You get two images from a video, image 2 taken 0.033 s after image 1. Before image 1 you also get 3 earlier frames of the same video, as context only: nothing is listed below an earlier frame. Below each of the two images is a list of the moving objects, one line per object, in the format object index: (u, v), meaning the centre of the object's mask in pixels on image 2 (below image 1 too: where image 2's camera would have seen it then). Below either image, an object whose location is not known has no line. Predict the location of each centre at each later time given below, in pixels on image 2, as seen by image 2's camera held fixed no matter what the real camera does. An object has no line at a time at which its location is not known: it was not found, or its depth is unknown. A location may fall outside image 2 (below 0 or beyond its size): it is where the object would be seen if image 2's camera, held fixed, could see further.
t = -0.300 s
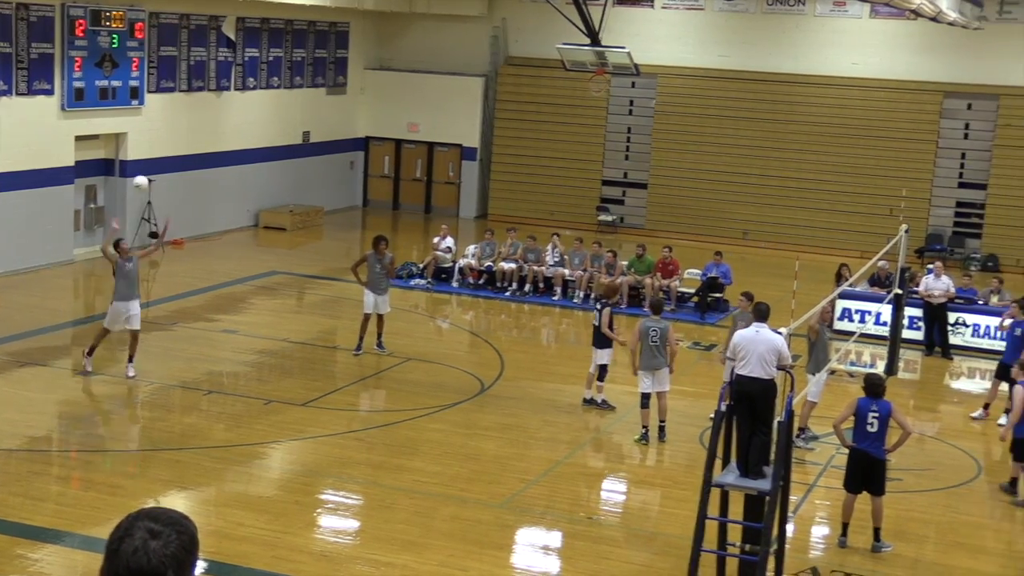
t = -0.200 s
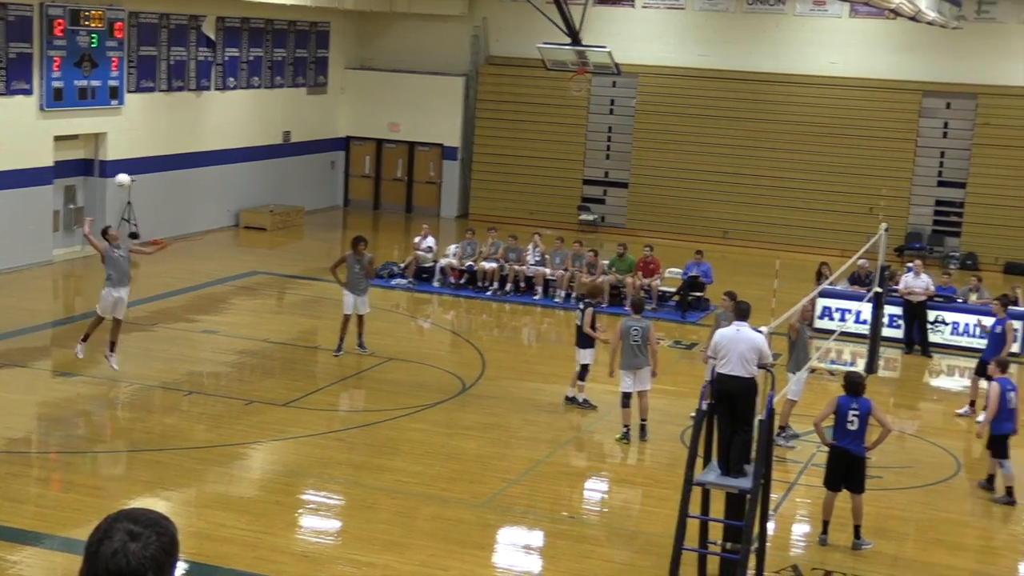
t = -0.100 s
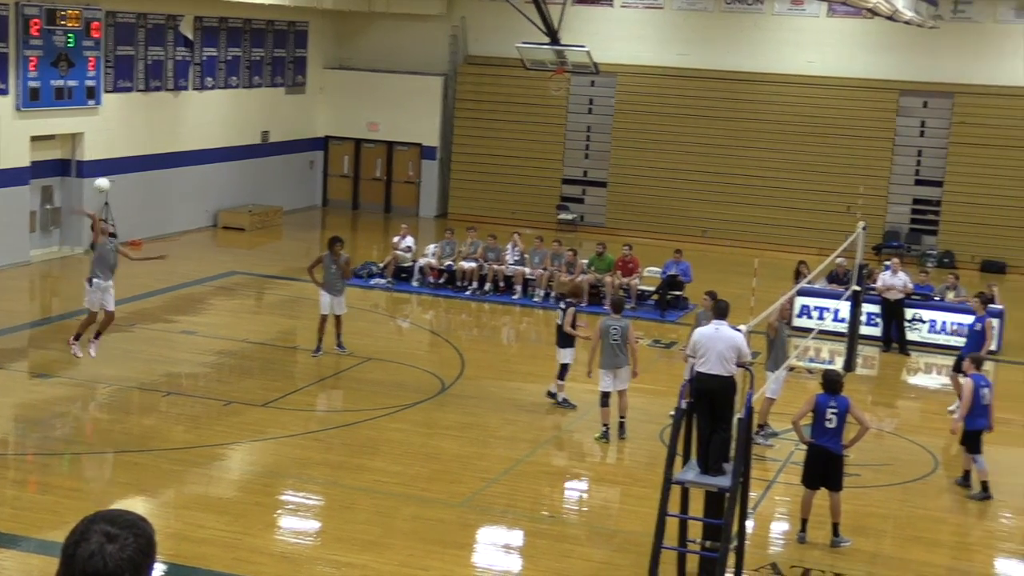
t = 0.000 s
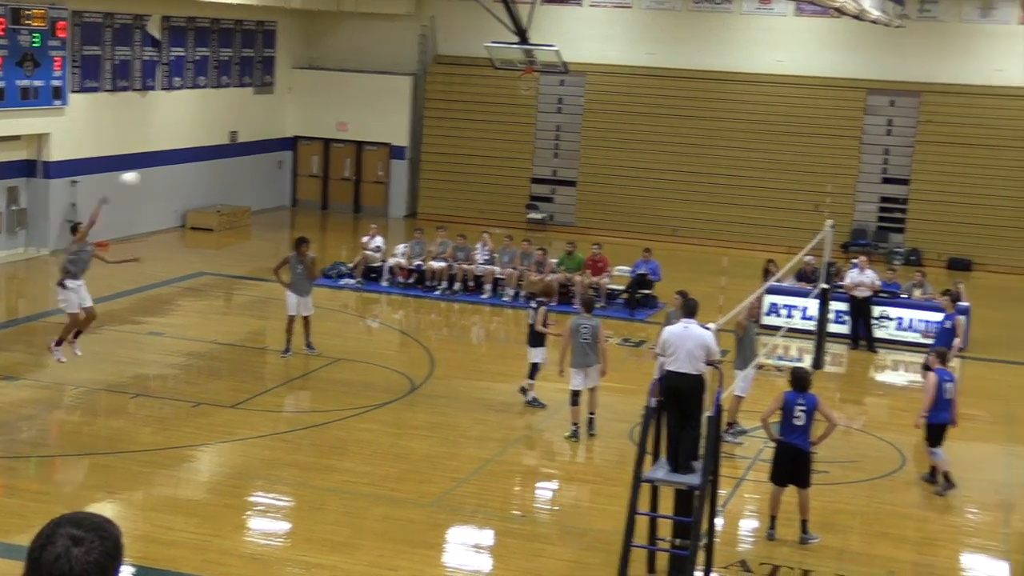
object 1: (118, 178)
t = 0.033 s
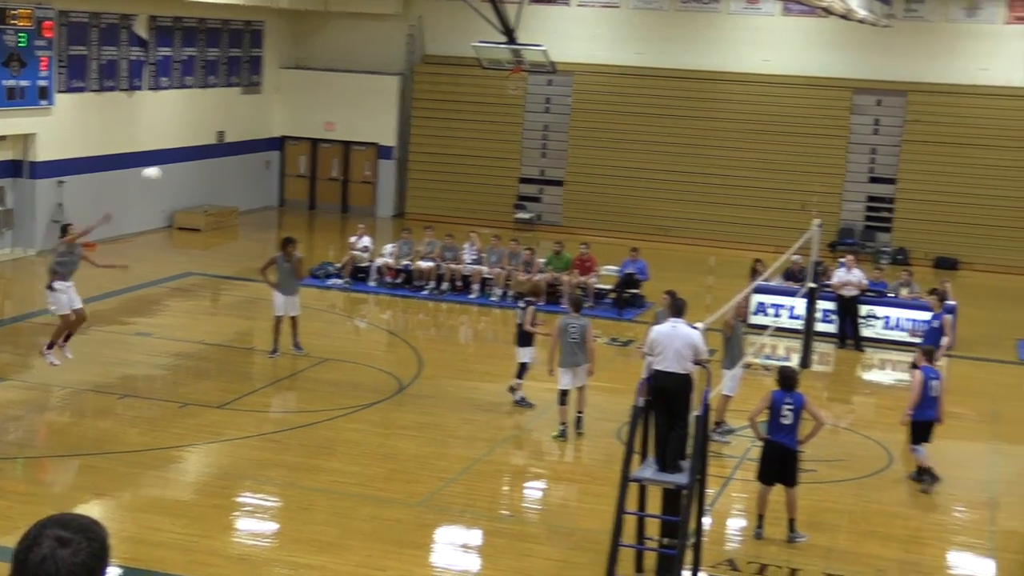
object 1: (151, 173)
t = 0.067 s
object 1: (184, 168)
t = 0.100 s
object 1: (217, 165)
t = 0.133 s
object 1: (249, 162)
